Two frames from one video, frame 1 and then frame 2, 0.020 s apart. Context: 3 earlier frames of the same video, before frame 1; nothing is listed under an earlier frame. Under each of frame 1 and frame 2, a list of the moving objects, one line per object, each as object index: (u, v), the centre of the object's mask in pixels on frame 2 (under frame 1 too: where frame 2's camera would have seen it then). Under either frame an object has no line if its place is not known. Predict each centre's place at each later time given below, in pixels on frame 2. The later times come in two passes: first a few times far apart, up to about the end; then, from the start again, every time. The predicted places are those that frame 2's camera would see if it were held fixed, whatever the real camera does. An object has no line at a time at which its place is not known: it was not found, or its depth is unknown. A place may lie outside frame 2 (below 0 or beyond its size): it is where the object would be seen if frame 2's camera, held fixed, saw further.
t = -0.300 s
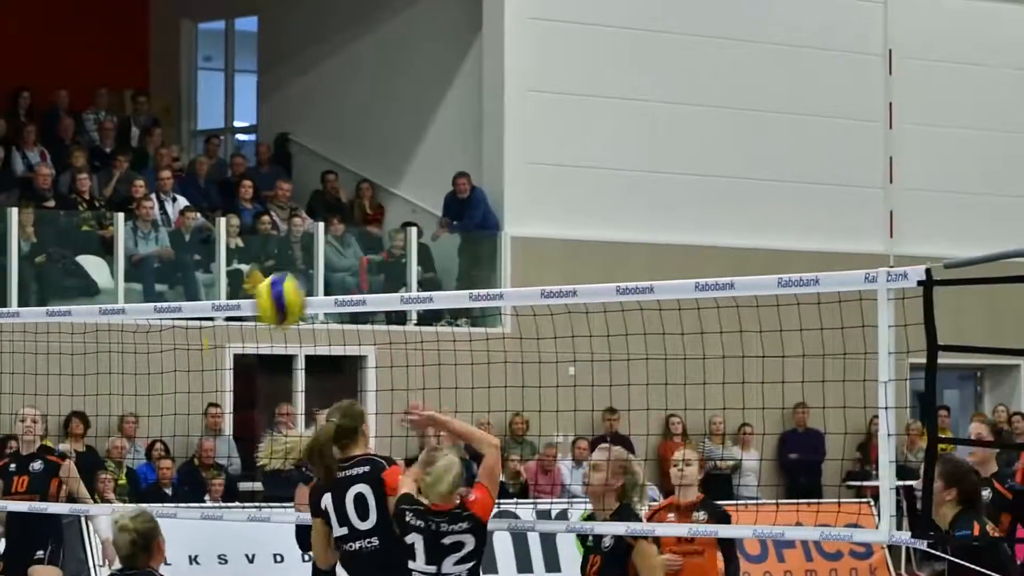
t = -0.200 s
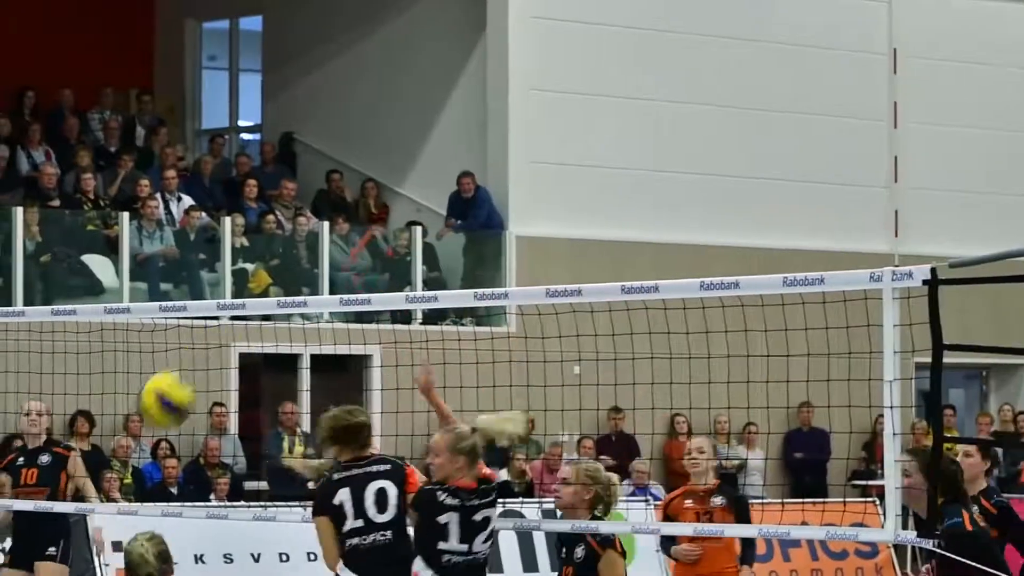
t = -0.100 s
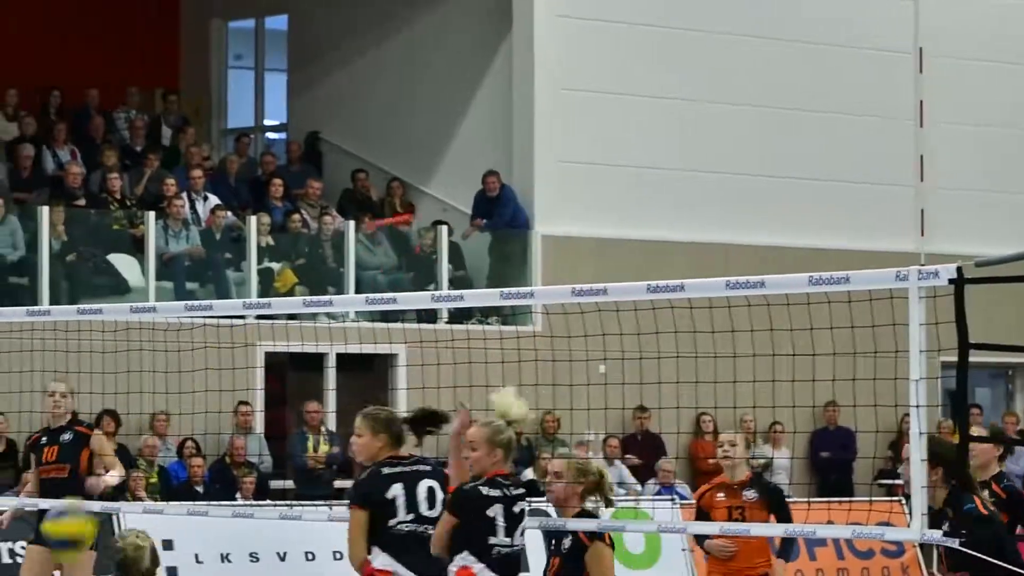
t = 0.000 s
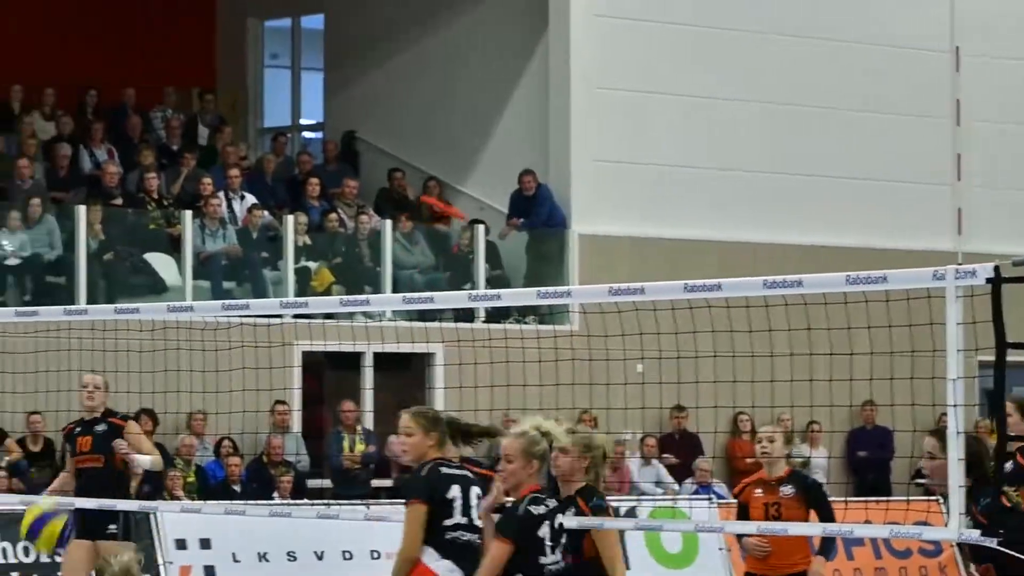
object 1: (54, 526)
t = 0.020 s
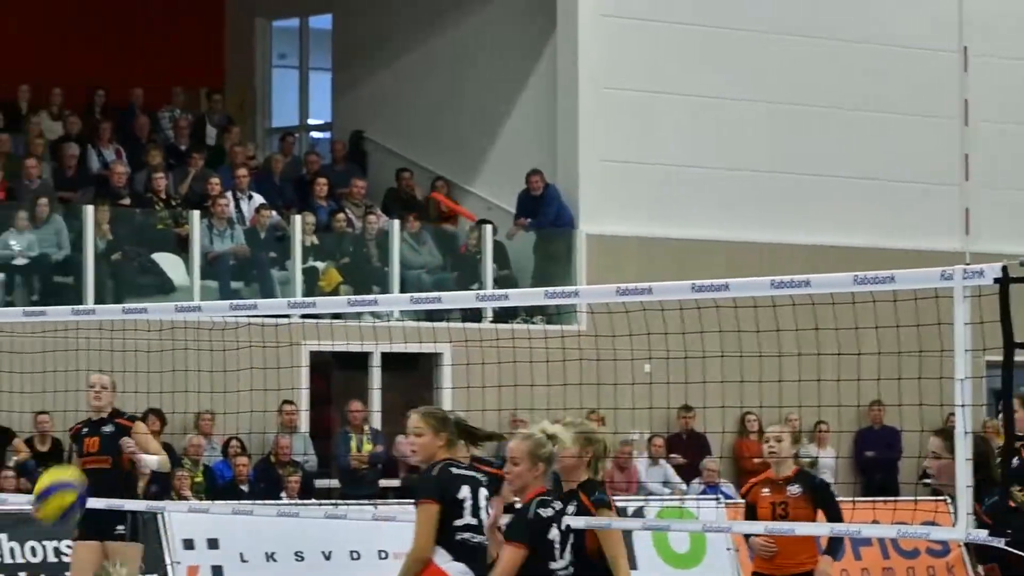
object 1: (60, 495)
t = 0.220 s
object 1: (101, 260)
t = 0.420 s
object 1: (146, 143)
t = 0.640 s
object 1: (180, 130)
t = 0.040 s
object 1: (65, 465)
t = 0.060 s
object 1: (70, 435)
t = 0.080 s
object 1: (73, 409)
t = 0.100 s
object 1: (90, 381)
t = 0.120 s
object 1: (82, 358)
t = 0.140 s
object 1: (96, 342)
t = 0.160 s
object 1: (90, 313)
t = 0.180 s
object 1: (95, 293)
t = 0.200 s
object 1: (98, 277)
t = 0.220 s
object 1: (101, 260)
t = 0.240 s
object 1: (110, 242)
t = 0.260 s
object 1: (117, 230)
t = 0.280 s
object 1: (119, 216)
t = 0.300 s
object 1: (115, 198)
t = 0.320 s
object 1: (120, 187)
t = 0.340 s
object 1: (125, 174)
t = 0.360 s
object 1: (135, 157)
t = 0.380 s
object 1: (141, 151)
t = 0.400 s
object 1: (143, 147)
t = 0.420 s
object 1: (146, 143)
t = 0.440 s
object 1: (152, 138)
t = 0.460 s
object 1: (156, 133)
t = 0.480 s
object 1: (156, 130)
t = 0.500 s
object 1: (163, 121)
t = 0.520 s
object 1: (166, 120)
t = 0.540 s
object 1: (168, 122)
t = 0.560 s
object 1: (170, 125)
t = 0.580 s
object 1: (169, 124)
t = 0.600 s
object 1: (179, 129)
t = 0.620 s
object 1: (179, 129)
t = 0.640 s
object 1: (180, 130)
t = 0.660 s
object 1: (190, 130)
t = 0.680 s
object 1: (192, 135)
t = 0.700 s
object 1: (195, 144)
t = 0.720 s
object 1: (199, 151)
